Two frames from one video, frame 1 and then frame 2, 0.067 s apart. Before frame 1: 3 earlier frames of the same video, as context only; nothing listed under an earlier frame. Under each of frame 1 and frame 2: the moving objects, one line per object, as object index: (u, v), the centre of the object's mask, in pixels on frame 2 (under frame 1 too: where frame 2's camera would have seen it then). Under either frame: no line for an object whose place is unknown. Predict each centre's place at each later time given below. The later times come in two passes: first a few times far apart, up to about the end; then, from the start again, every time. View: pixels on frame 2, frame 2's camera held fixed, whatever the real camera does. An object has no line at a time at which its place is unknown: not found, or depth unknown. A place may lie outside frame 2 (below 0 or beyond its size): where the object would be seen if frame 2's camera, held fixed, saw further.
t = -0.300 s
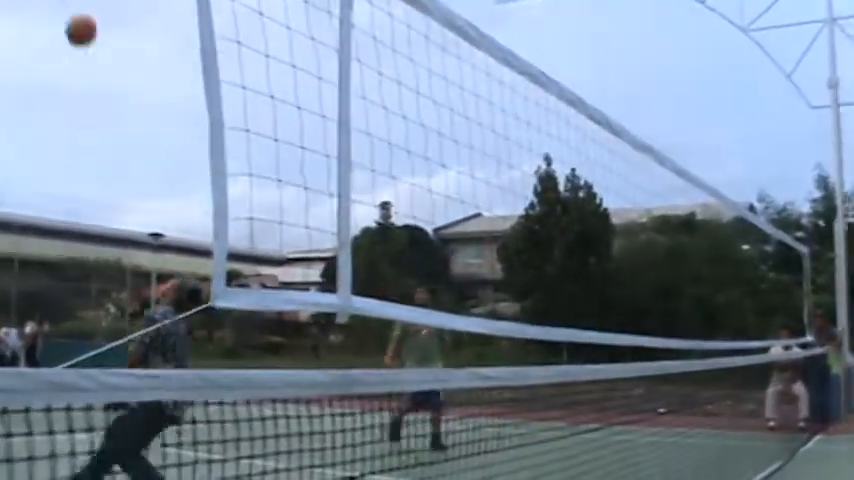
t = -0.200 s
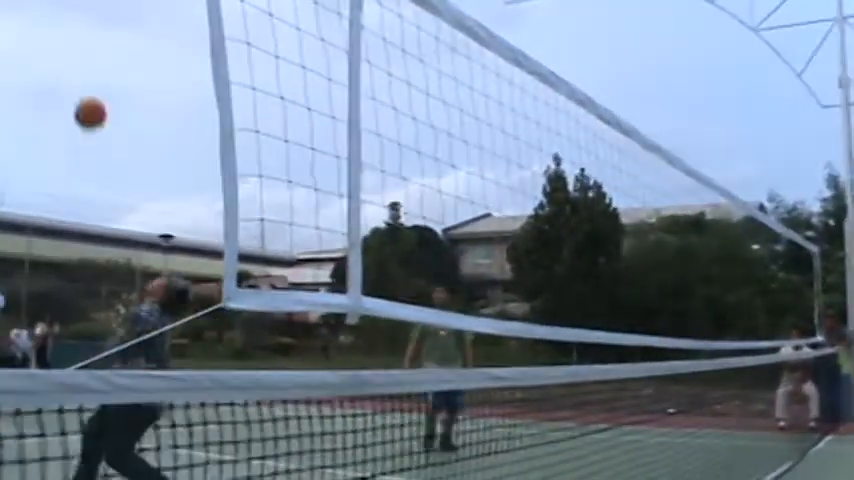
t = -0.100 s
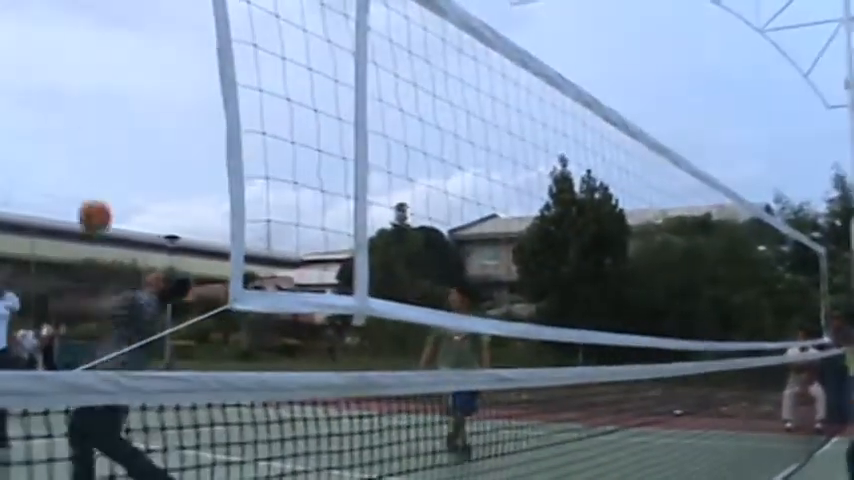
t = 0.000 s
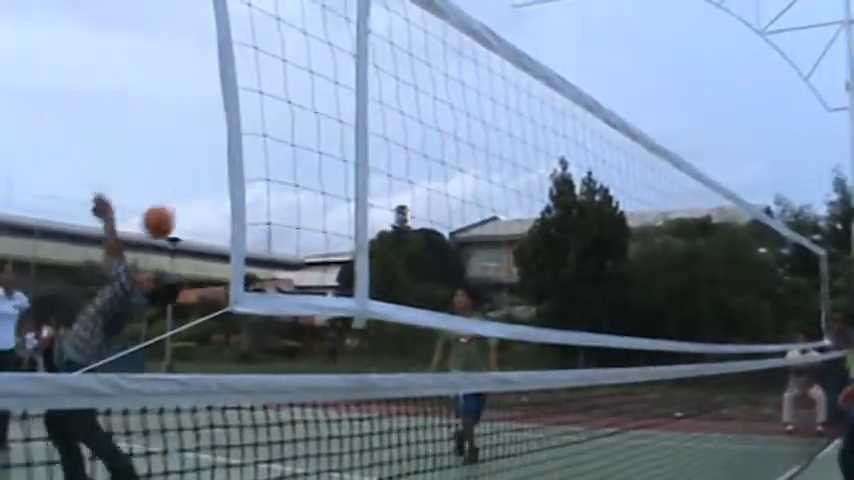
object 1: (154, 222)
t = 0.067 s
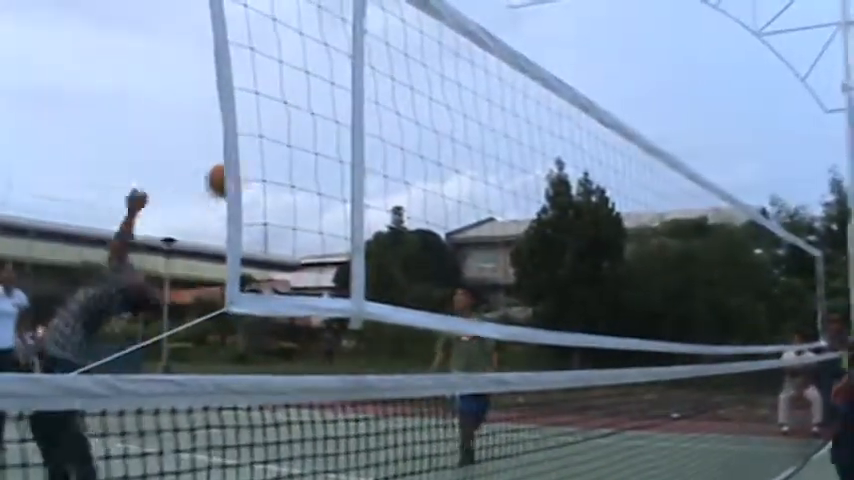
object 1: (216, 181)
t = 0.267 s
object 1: (427, 107)
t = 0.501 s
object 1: (652, 113)
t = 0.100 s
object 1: (258, 164)
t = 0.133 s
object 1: (291, 148)
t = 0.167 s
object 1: (326, 134)
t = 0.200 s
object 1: (369, 125)
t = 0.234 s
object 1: (393, 115)
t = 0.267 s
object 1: (427, 107)
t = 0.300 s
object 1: (460, 103)
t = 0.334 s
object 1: (492, 100)
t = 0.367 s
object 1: (525, 98)
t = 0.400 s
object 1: (555, 104)
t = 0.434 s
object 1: (593, 94)
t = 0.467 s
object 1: (621, 104)
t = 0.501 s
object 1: (652, 113)
